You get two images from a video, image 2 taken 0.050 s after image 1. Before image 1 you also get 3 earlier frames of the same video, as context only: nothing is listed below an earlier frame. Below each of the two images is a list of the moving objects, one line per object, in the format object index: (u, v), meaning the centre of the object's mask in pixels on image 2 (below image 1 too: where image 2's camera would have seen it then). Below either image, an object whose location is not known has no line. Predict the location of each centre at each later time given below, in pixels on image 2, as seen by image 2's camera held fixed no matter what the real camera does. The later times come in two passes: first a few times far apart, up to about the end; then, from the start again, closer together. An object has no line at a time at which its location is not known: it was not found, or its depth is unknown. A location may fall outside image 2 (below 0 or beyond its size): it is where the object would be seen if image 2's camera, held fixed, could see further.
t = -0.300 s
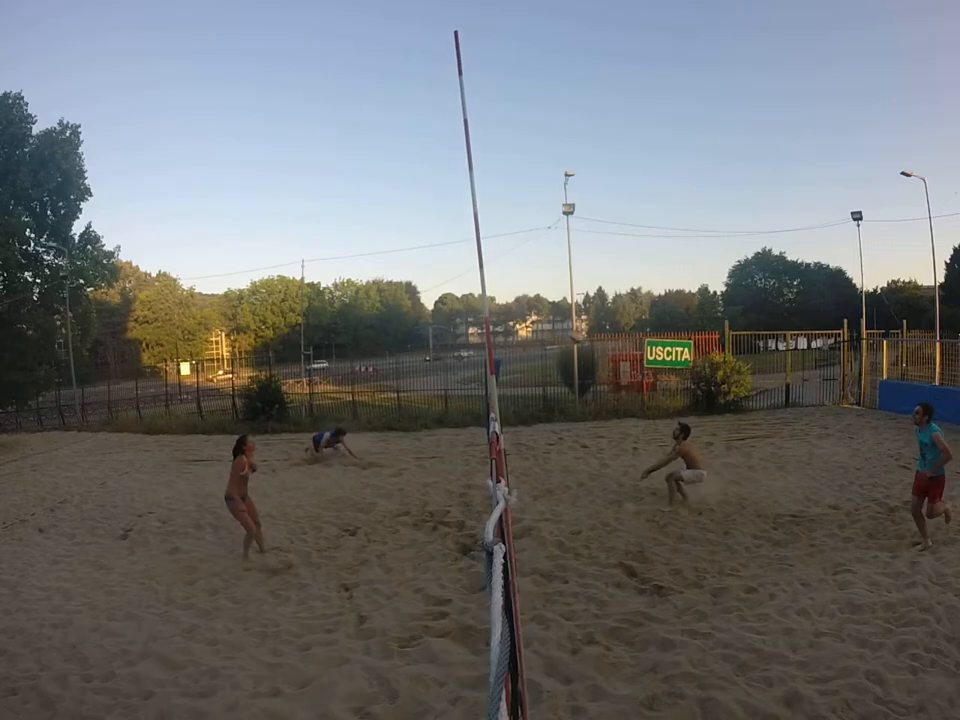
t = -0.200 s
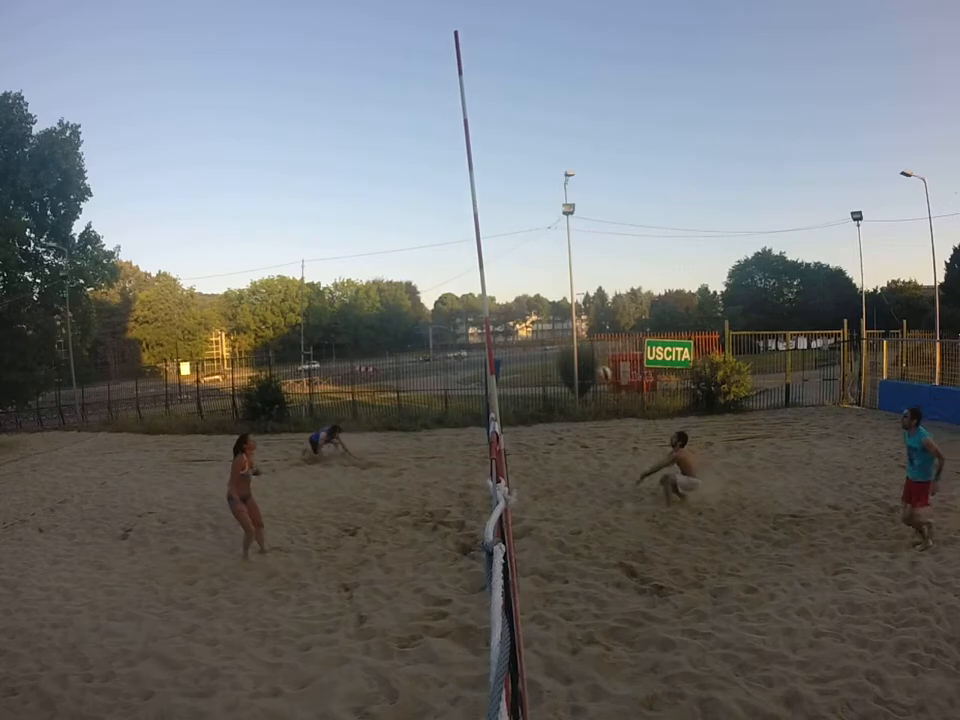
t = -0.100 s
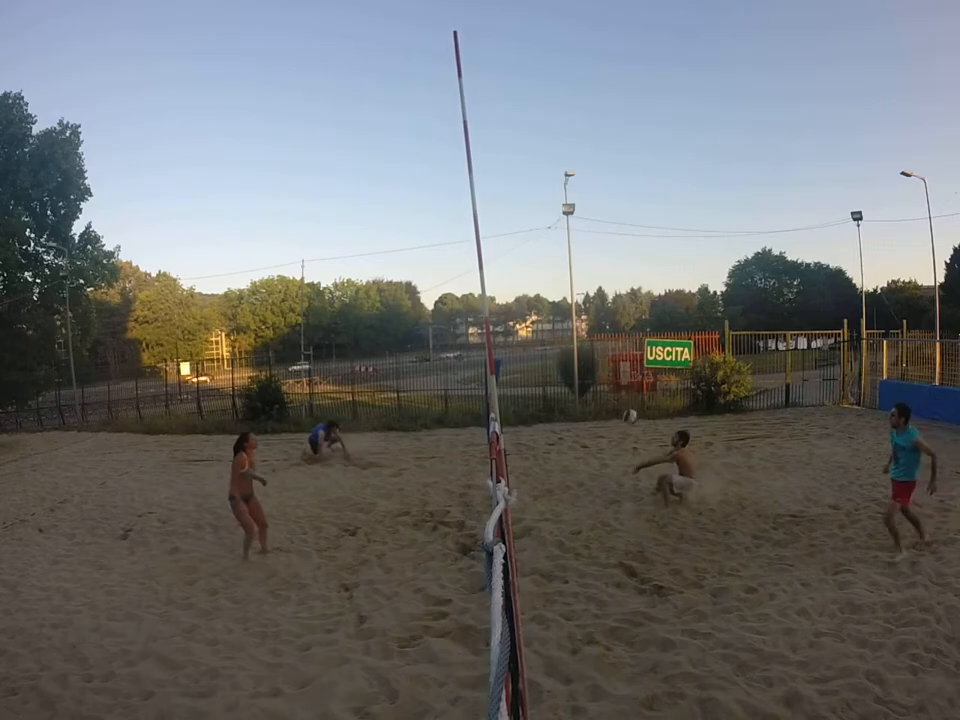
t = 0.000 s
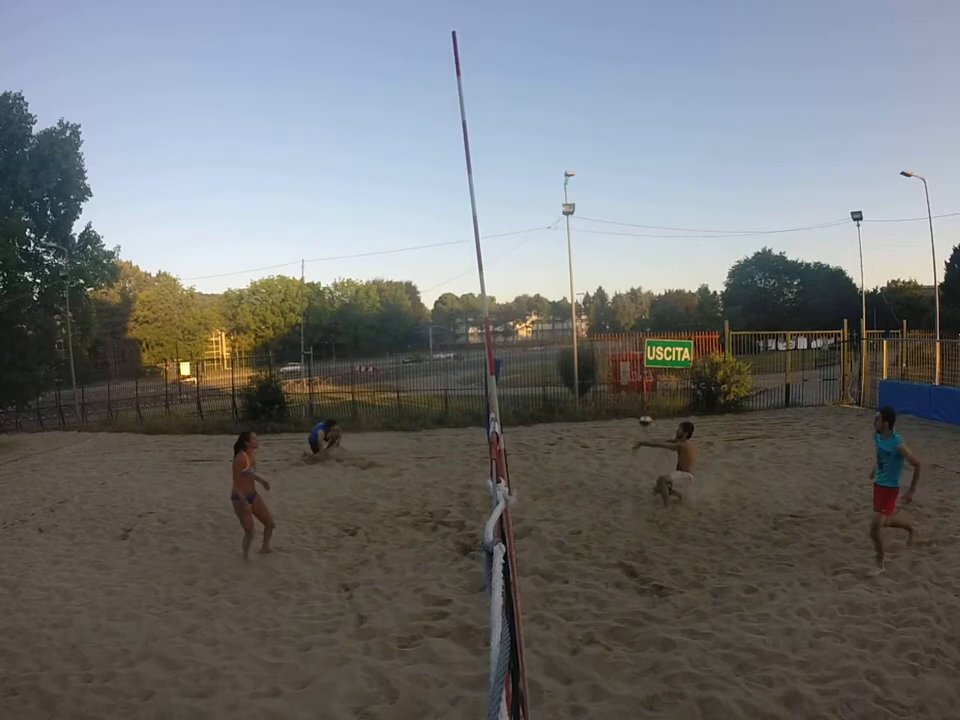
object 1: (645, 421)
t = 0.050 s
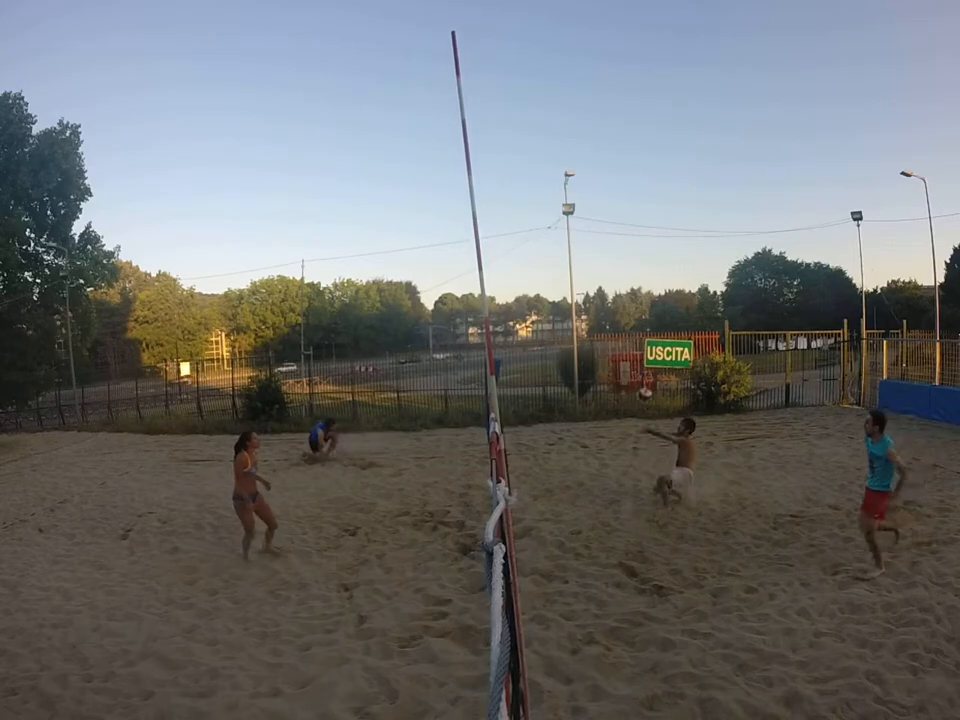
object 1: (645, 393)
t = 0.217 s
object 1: (640, 309)
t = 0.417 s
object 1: (630, 226)
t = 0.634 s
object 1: (623, 168)
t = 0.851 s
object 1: (620, 146)
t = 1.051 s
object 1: (622, 160)
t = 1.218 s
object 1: (627, 204)
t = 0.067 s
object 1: (645, 384)
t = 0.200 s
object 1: (641, 317)
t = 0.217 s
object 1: (640, 309)
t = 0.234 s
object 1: (637, 299)
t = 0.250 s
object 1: (635, 291)
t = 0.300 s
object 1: (634, 271)
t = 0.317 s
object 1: (634, 264)
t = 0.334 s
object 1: (633, 257)
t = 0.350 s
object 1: (632, 251)
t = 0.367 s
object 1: (632, 244)
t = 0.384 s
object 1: (631, 238)
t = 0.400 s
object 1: (630, 232)
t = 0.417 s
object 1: (630, 226)
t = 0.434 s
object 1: (629, 220)
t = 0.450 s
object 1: (629, 215)
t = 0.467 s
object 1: (628, 209)
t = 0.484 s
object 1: (628, 204)
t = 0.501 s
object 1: (627, 200)
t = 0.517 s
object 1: (626, 195)
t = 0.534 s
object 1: (626, 190)
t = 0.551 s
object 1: (625, 186)
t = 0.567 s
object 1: (625, 182)
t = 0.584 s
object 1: (624, 178)
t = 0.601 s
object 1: (624, 174)
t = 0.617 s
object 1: (623, 170)
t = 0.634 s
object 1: (623, 168)
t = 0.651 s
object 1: (623, 165)
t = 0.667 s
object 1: (622, 162)
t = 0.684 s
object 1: (622, 160)
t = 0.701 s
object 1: (621, 157)
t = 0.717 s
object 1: (621, 155)
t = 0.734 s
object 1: (621, 153)
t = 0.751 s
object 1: (621, 151)
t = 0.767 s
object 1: (621, 150)
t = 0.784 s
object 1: (620, 149)
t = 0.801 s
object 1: (620, 148)
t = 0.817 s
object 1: (620, 147)
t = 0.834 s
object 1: (620, 146)
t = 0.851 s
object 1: (620, 146)
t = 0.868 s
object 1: (620, 146)
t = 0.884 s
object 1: (620, 146)
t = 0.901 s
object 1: (620, 146)
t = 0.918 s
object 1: (620, 147)
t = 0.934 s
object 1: (620, 147)
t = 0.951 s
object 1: (620, 148)
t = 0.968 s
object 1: (621, 150)
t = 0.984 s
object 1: (621, 151)
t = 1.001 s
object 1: (621, 153)
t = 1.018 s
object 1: (621, 155)
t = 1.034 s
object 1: (621, 158)
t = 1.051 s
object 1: (622, 160)
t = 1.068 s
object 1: (622, 163)
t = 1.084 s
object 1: (623, 167)
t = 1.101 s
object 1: (623, 170)
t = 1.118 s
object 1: (623, 174)
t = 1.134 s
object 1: (624, 178)
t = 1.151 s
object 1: (624, 183)
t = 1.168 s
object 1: (625, 188)
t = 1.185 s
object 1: (625, 193)
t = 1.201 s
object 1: (626, 198)
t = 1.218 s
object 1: (627, 204)
